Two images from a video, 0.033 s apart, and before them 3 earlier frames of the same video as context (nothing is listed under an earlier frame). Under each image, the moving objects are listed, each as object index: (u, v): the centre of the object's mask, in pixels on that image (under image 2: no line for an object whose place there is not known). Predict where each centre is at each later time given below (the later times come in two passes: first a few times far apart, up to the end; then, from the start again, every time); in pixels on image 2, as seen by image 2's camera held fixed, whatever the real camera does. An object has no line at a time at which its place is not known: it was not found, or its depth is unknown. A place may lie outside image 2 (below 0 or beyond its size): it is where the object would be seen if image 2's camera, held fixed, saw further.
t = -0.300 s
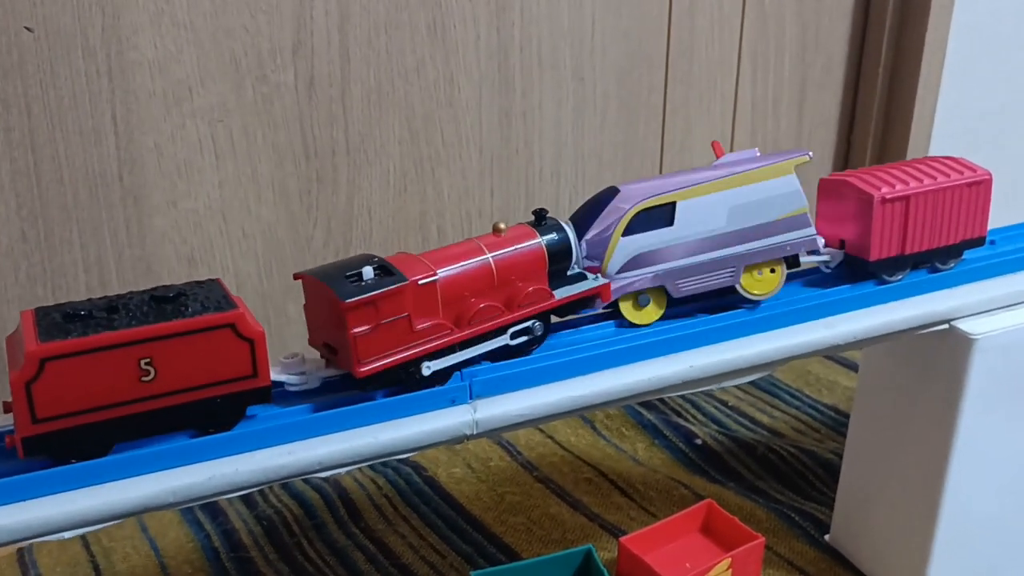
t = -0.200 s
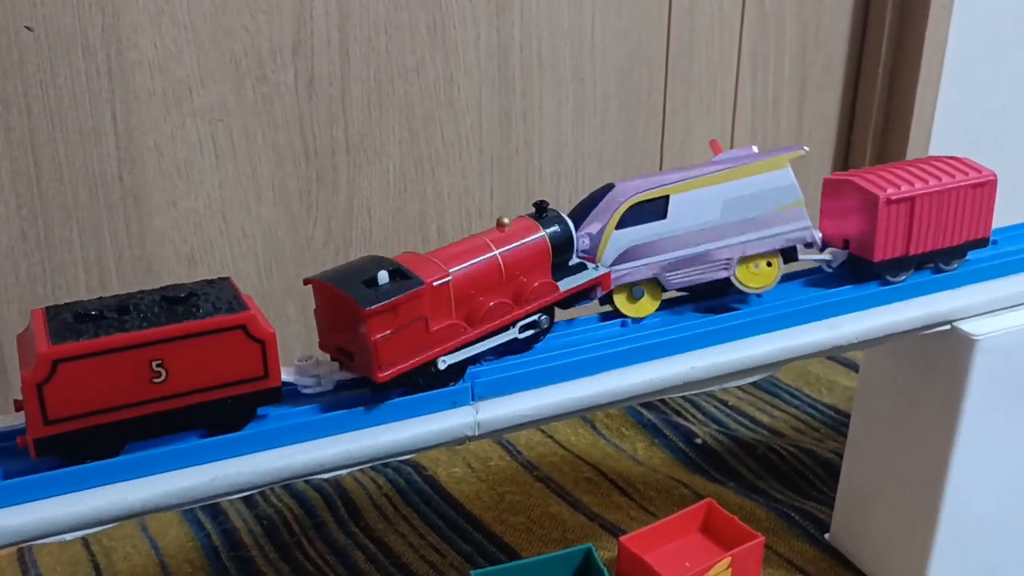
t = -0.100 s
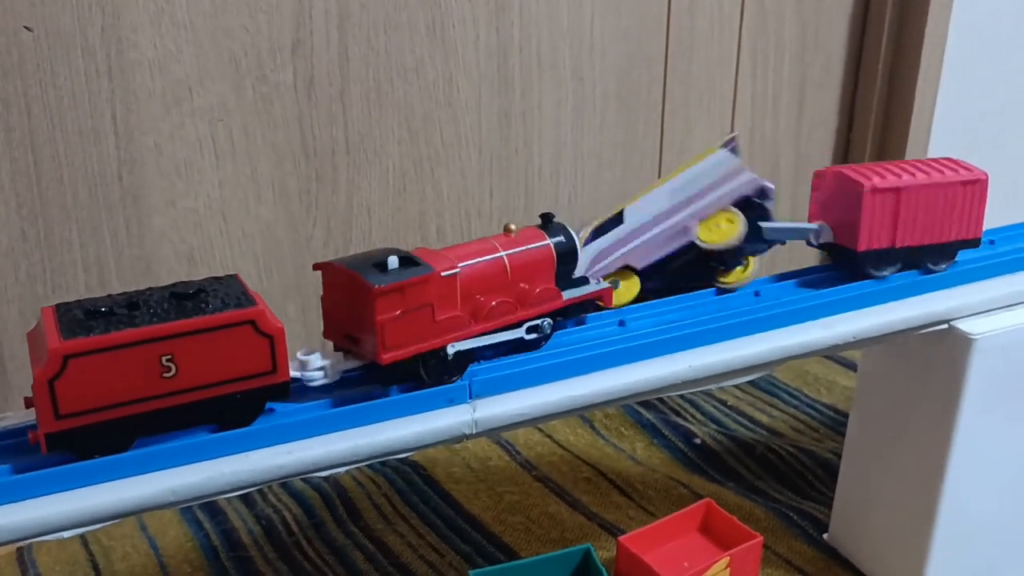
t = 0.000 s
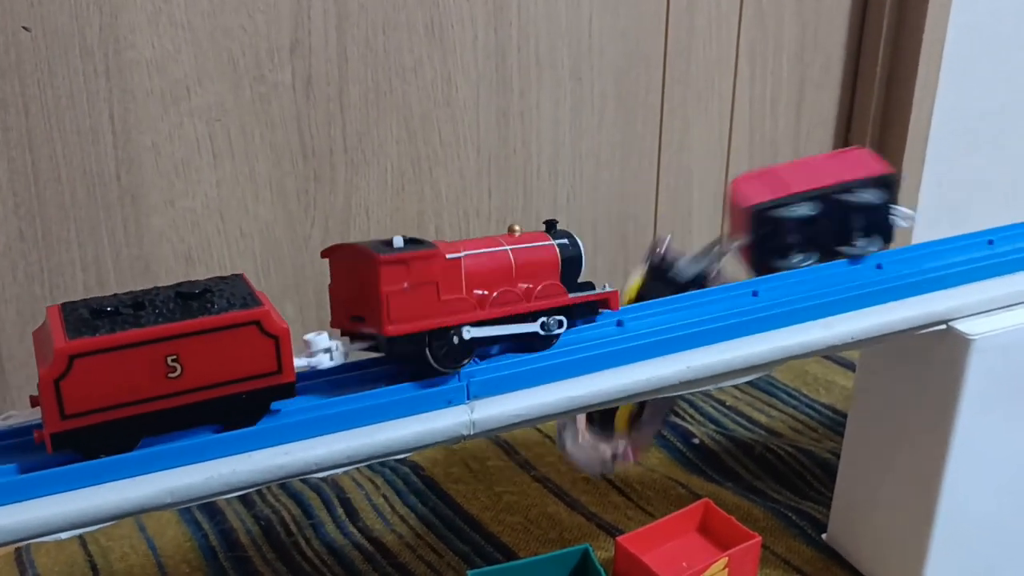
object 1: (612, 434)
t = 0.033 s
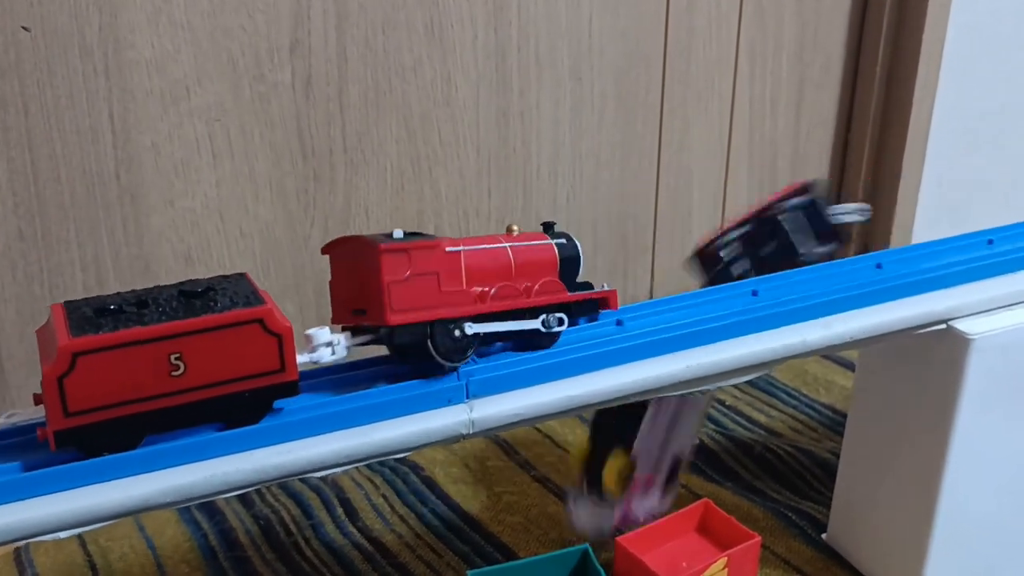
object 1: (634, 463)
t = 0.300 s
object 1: (592, 449)
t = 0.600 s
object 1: (579, 469)
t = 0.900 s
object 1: (565, 479)
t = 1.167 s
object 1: (557, 488)
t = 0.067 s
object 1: (643, 463)
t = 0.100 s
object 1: (640, 447)
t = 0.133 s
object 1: (634, 435)
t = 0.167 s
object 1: (625, 431)
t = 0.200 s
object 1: (611, 439)
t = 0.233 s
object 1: (603, 444)
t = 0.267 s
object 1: (597, 442)
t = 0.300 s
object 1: (592, 449)
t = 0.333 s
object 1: (585, 455)
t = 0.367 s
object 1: (574, 455)
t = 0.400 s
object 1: (569, 455)
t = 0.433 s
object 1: (567, 456)
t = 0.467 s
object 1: (568, 458)
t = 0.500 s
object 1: (571, 462)
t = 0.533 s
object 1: (577, 464)
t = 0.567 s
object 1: (580, 466)
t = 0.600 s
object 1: (579, 469)
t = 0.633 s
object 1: (574, 472)
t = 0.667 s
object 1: (570, 474)
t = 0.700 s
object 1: (570, 476)
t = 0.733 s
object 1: (570, 477)
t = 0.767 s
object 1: (570, 477)
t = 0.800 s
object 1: (568, 478)
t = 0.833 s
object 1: (566, 478)
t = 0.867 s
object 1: (566, 479)
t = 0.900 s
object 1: (565, 479)
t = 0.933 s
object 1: (564, 479)
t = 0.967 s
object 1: (563, 480)
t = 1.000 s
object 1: (563, 480)
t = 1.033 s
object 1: (562, 481)
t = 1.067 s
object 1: (561, 482)
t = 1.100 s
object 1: (560, 484)
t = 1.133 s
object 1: (558, 486)
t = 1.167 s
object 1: (557, 488)
